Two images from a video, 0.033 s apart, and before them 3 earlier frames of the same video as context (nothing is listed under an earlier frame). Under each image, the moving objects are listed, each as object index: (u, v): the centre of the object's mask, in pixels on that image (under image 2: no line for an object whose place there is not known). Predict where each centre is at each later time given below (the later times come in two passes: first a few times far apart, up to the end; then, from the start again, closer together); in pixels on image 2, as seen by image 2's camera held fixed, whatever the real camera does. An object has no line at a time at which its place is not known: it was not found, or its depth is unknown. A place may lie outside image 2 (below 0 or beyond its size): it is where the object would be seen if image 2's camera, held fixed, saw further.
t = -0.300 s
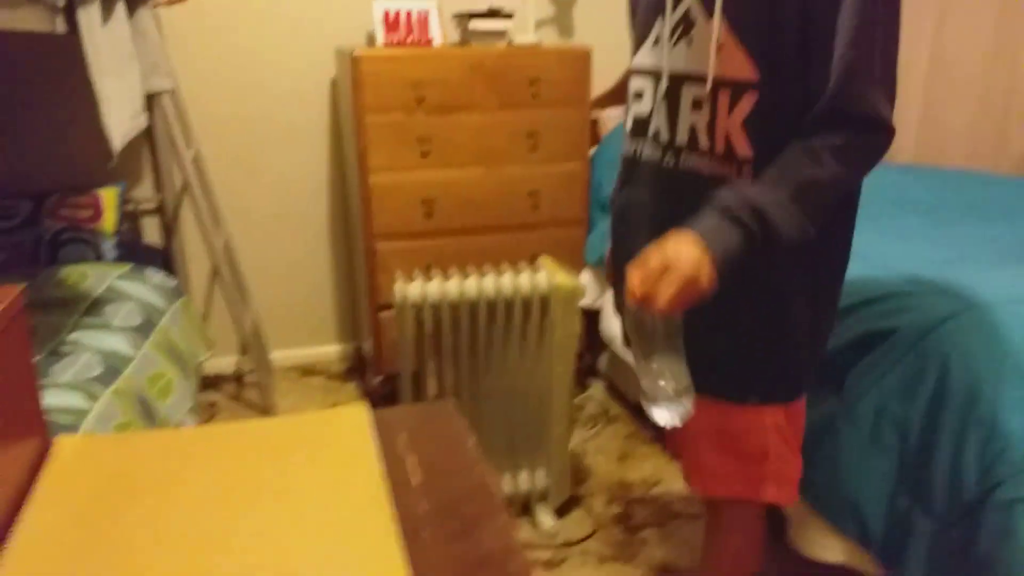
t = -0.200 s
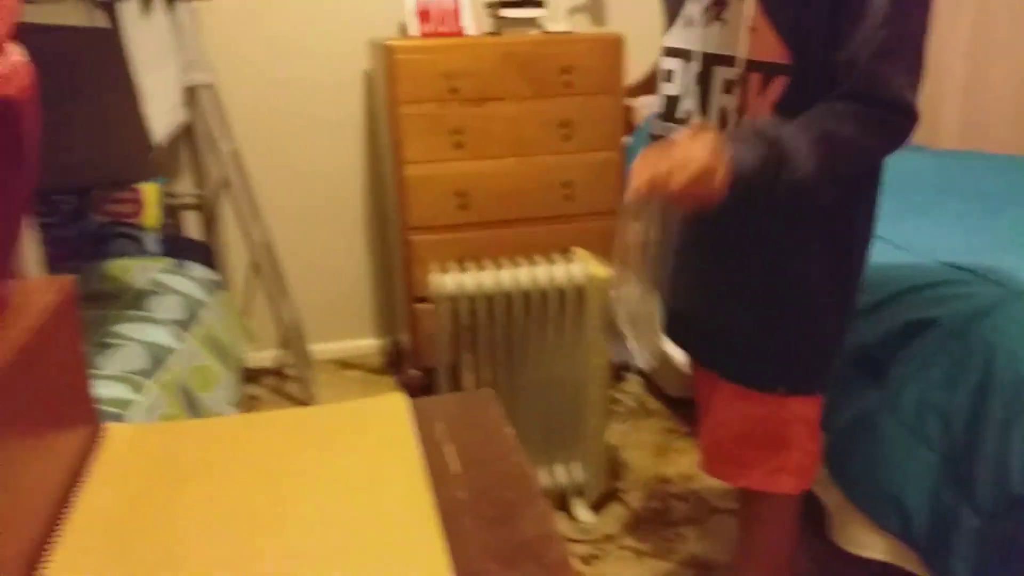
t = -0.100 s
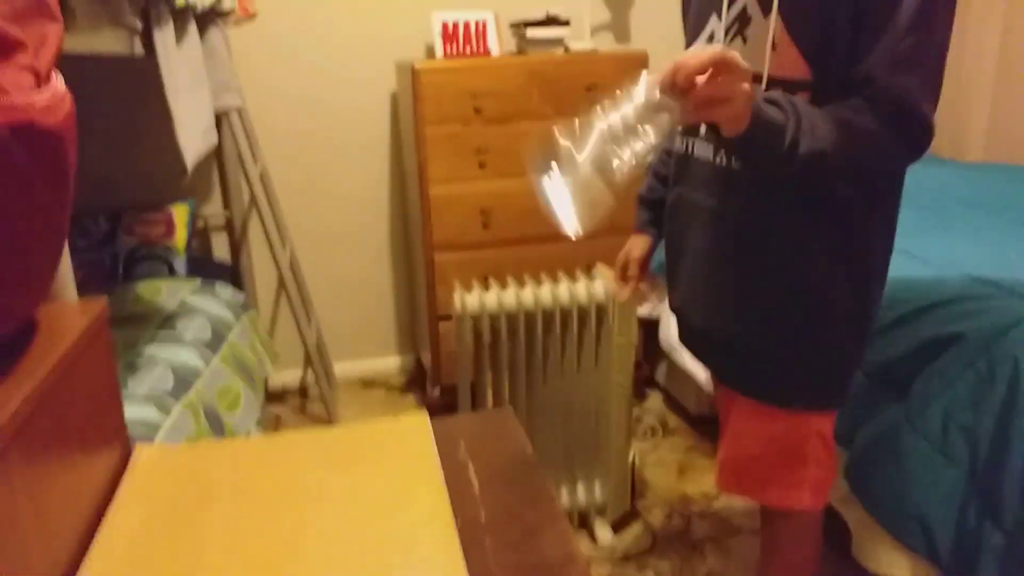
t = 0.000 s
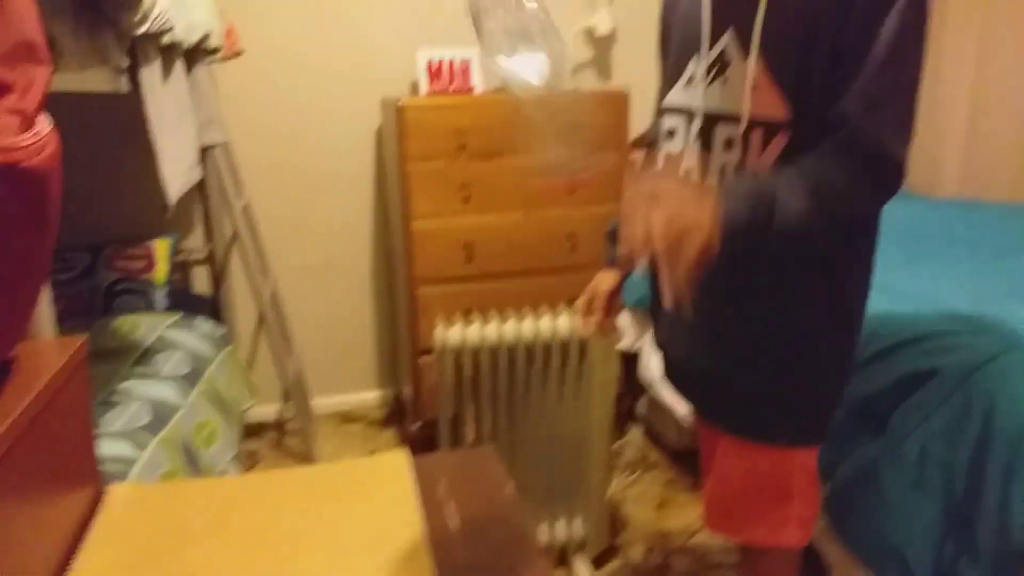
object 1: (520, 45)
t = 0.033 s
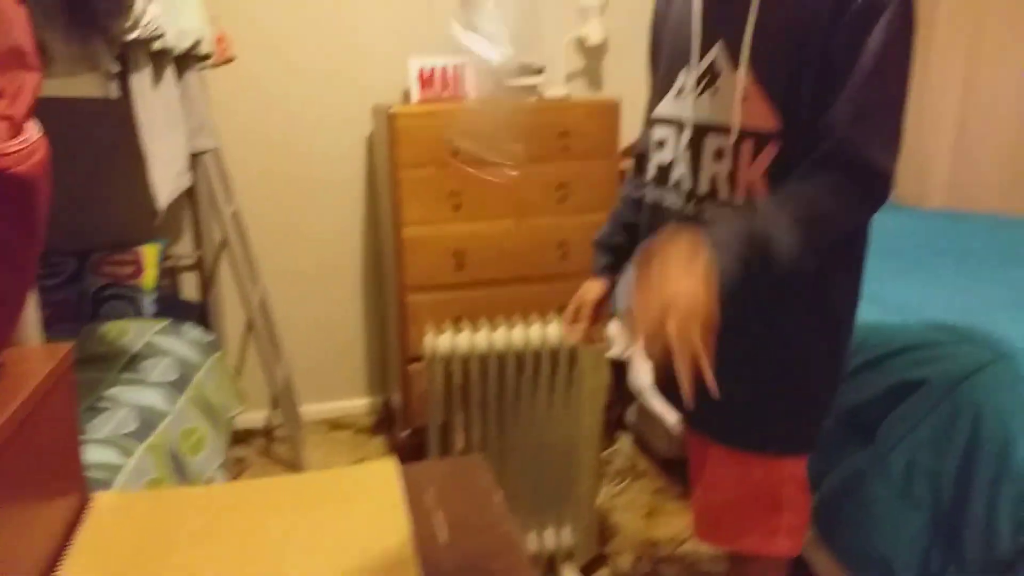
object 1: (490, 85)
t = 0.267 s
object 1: (385, 78)
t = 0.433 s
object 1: (328, 433)
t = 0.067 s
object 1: (426, 43)
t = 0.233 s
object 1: (419, 40)
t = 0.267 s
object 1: (385, 78)
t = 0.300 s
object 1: (359, 119)
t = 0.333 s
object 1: (343, 188)
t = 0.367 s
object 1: (335, 299)
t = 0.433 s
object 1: (328, 433)
